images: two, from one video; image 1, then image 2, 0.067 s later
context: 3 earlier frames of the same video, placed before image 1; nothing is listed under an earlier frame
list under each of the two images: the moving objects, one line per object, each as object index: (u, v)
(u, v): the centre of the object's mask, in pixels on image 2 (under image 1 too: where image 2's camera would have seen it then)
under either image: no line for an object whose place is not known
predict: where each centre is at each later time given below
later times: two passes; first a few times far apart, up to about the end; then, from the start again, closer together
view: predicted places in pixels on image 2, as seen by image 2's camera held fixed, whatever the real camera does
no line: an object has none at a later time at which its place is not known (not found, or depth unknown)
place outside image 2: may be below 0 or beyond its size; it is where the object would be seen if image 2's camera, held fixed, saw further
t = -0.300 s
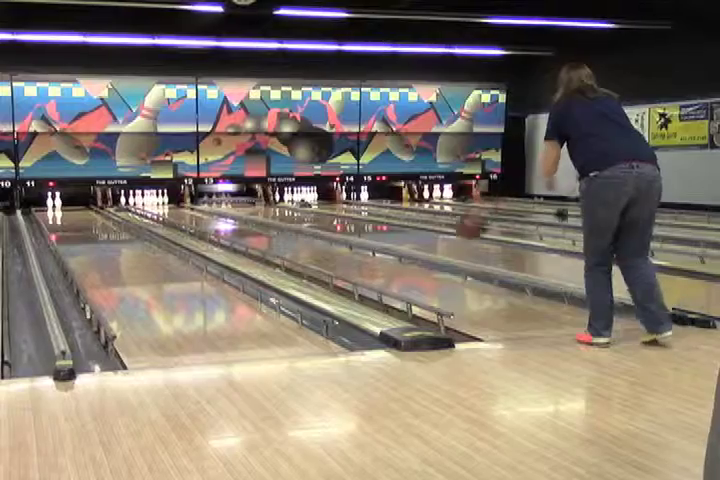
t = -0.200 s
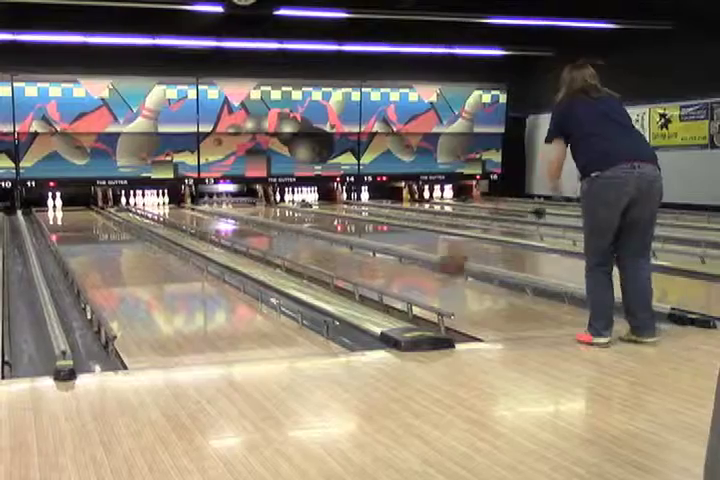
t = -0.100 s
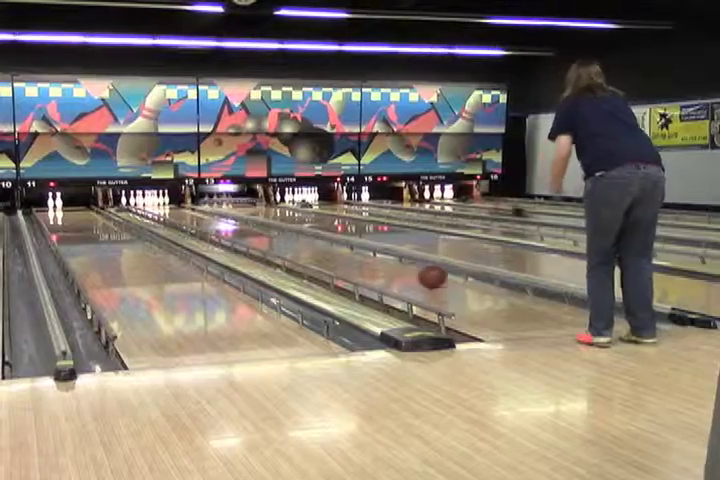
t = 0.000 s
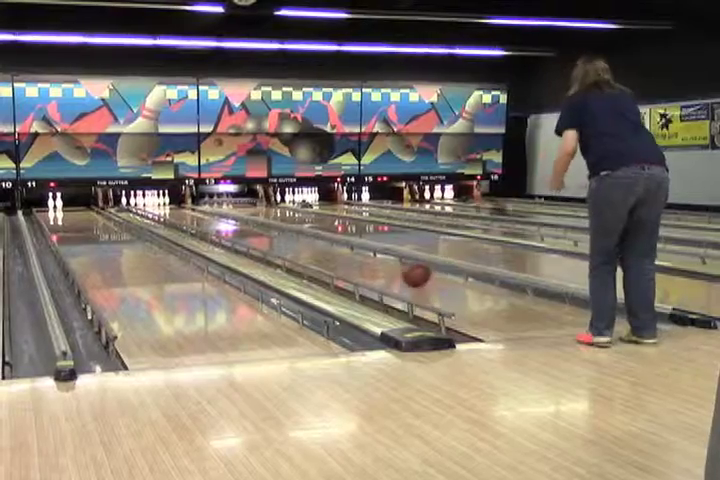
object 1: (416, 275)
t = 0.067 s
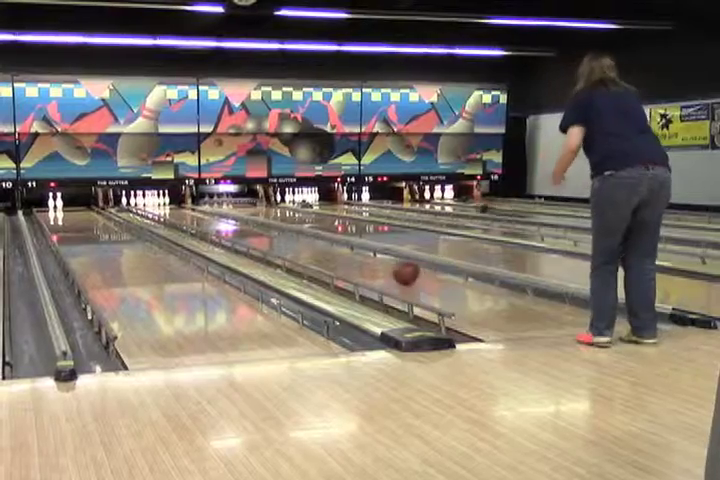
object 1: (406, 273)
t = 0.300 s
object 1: (373, 265)
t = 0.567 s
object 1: (342, 257)
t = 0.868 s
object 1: (314, 250)
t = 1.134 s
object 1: (293, 243)
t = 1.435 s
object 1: (272, 237)
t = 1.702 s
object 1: (257, 233)
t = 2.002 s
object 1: (241, 230)
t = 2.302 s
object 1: (231, 227)
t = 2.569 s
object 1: (220, 222)
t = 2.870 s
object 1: (211, 221)
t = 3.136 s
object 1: (203, 218)
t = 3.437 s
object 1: (197, 216)
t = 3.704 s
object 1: (191, 214)
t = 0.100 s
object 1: (401, 272)
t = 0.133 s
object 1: (396, 270)
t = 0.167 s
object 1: (391, 269)
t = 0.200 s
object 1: (386, 268)
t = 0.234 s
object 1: (382, 267)
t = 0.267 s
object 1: (377, 266)
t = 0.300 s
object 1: (373, 265)
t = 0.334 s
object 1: (369, 264)
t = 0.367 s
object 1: (365, 263)
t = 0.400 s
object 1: (361, 262)
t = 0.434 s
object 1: (357, 261)
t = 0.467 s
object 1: (353, 260)
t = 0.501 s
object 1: (350, 259)
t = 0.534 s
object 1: (347, 258)
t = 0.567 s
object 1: (342, 257)
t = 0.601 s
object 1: (339, 256)
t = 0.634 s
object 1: (336, 255)
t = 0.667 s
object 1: (332, 253)
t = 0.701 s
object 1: (329, 253)
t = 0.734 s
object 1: (326, 252)
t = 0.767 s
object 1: (324, 252)
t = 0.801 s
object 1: (320, 252)
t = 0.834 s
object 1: (317, 250)
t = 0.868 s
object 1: (314, 250)
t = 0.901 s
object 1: (311, 249)
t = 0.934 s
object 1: (308, 247)
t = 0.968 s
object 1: (306, 246)
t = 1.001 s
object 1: (303, 246)
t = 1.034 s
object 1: (300, 245)
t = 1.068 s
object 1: (298, 245)
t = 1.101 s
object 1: (295, 244)
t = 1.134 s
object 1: (293, 243)
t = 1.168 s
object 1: (290, 242)
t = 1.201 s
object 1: (288, 241)
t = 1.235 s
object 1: (286, 241)
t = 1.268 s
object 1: (283, 240)
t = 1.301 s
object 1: (281, 239)
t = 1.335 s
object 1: (280, 239)
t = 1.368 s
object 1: (277, 239)
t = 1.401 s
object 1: (275, 238)
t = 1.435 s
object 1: (272, 237)
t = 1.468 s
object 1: (271, 237)
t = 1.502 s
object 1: (269, 236)
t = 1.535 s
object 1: (267, 236)
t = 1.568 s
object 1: (265, 235)
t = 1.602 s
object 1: (263, 235)
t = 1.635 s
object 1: (261, 234)
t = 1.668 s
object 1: (259, 233)
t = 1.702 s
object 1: (257, 233)
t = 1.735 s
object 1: (255, 233)
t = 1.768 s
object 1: (255, 233)
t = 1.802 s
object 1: (252, 232)
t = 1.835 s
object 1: (251, 232)
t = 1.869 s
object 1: (248, 231)
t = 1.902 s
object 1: (246, 231)
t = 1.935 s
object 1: (246, 230)
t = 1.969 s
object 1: (244, 230)
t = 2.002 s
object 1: (241, 230)
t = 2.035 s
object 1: (240, 230)
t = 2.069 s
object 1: (239, 229)
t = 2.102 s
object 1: (237, 228)
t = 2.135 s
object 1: (237, 228)
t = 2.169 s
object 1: (236, 228)
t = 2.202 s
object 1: (234, 228)
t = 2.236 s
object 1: (232, 227)
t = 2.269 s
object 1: (231, 227)
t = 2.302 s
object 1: (231, 227)
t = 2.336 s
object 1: (228, 226)
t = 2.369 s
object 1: (228, 226)
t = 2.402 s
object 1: (227, 226)
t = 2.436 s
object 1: (224, 225)
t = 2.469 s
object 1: (224, 224)
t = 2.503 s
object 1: (223, 224)
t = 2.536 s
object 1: (222, 221)
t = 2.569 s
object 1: (220, 222)
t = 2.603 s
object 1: (220, 221)
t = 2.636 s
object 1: (219, 222)
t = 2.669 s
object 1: (218, 222)
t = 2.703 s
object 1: (215, 221)
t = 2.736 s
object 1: (214, 221)
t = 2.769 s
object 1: (213, 221)
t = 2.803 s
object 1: (212, 221)
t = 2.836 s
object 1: (212, 221)
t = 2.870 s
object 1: (211, 221)
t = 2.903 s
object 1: (210, 220)
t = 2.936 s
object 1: (211, 220)
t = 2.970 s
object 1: (208, 220)
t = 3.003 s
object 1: (208, 219)
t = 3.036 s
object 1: (206, 219)
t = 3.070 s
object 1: (204, 219)
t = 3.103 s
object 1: (204, 219)
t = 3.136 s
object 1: (203, 218)
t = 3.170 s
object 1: (203, 218)
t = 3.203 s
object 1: (202, 218)
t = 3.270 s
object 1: (200, 217)
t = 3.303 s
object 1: (199, 217)
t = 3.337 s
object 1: (199, 217)
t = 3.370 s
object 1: (199, 217)
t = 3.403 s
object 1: (198, 216)
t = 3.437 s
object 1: (197, 216)
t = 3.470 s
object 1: (197, 216)
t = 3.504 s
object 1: (196, 216)
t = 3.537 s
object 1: (195, 216)
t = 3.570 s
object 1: (195, 216)
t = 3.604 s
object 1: (194, 215)
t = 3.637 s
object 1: (192, 214)
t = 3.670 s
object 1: (192, 214)
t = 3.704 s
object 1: (191, 214)
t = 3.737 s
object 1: (190, 213)
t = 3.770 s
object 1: (190, 213)
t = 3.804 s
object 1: (189, 213)
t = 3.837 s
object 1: (189, 213)
